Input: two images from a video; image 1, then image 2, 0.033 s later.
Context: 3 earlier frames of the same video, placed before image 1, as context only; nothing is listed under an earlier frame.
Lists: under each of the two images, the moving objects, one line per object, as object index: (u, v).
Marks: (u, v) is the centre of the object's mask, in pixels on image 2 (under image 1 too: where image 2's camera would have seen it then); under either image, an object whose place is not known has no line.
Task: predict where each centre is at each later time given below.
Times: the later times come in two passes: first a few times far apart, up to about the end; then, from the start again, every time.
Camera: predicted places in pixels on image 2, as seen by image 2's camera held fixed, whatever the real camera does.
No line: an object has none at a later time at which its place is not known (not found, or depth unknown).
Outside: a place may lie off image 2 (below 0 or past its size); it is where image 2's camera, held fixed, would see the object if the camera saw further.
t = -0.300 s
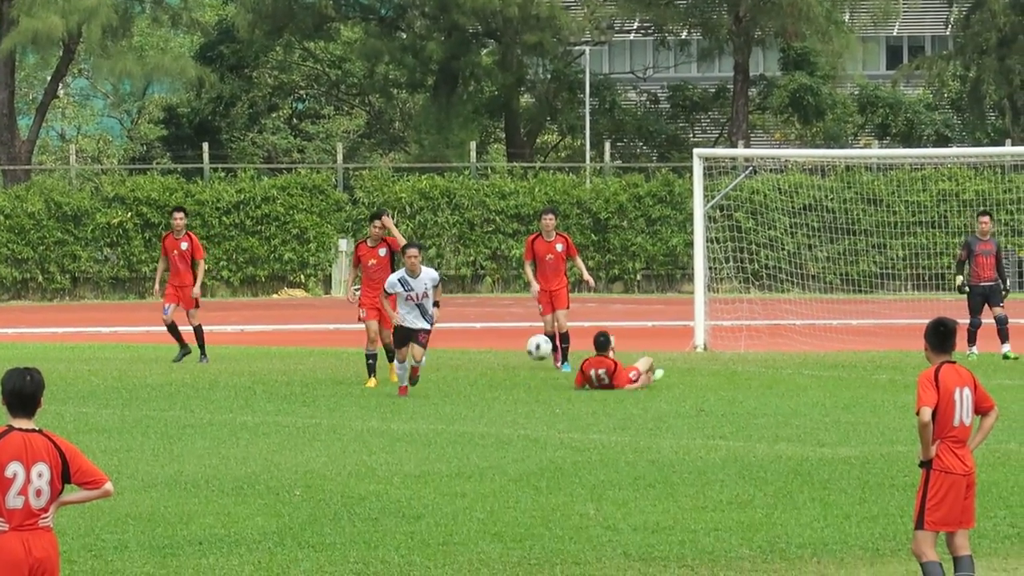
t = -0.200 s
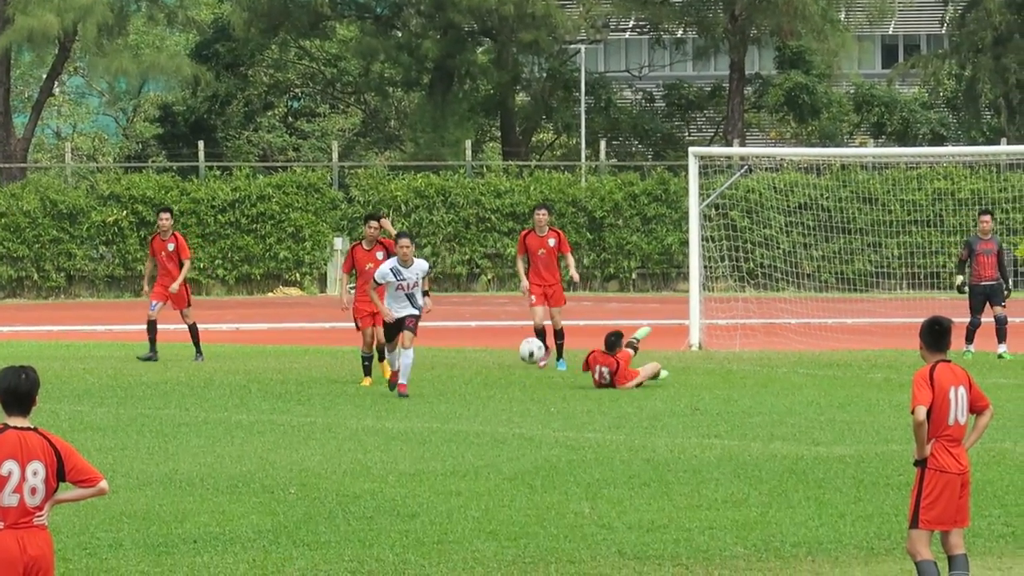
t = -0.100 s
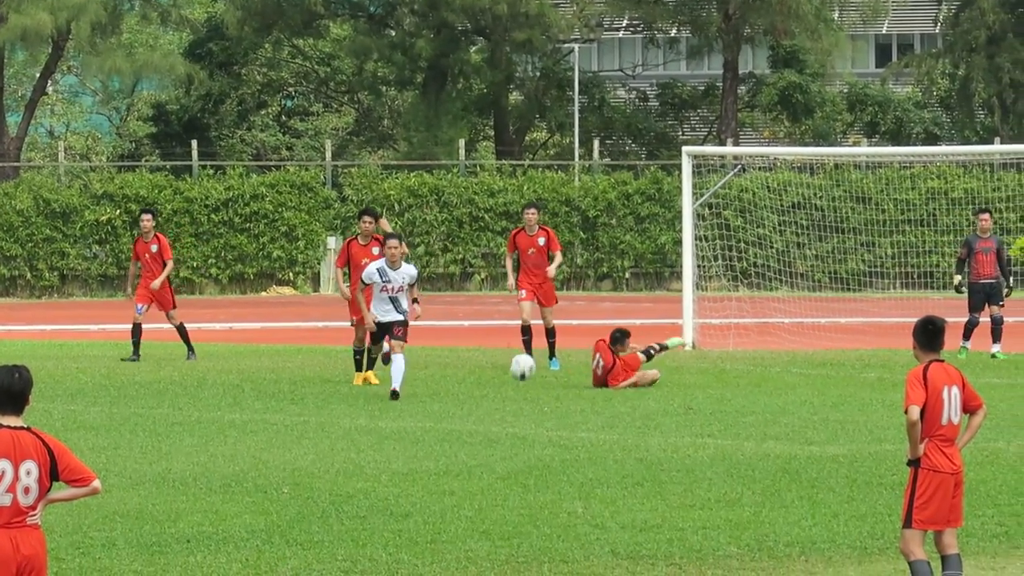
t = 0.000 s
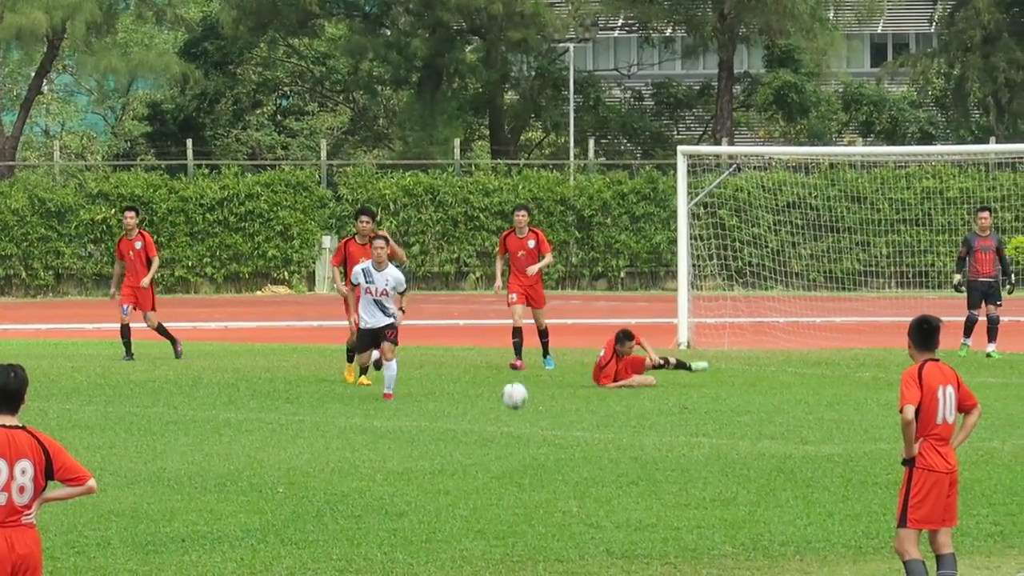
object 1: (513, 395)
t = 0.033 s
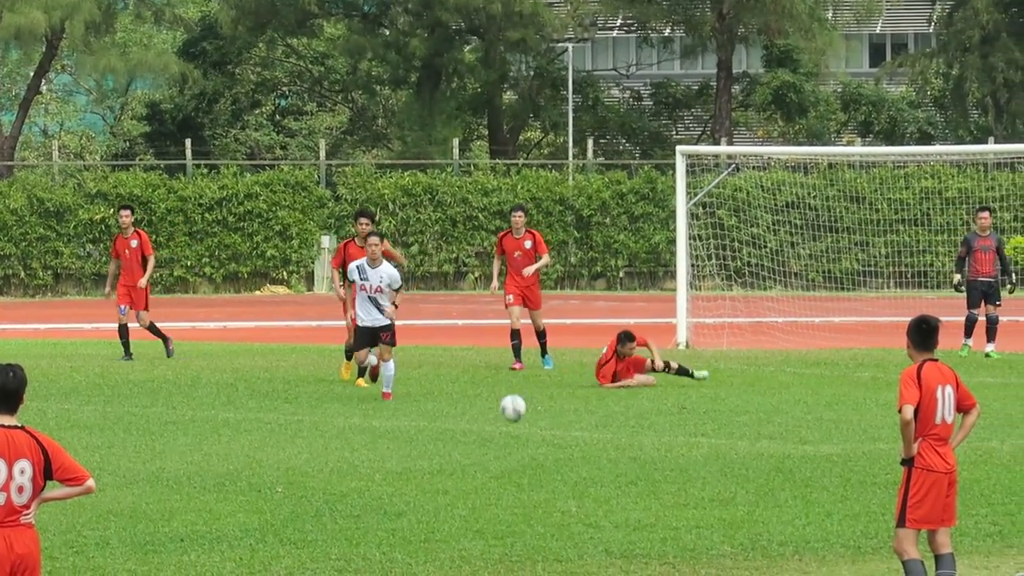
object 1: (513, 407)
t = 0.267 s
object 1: (512, 412)
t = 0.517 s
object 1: (514, 426)
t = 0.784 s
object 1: (515, 452)
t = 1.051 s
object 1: (515, 463)
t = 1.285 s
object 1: (516, 475)
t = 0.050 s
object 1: (513, 415)
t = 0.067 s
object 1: (512, 422)
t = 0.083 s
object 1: (512, 429)
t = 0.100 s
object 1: (511, 437)
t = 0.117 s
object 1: (511, 439)
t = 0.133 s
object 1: (511, 436)
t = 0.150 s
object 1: (512, 432)
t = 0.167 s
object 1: (511, 428)
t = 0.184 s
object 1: (511, 425)
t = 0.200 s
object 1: (512, 421)
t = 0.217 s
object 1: (511, 418)
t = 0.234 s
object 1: (512, 416)
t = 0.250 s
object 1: (511, 413)
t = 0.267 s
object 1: (512, 412)
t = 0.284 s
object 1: (512, 410)
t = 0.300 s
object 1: (512, 409)
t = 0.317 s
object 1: (512, 408)
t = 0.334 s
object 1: (512, 407)
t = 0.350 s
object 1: (512, 408)
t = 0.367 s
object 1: (512, 407)
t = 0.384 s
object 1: (513, 408)
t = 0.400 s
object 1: (513, 409)
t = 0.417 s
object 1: (512, 411)
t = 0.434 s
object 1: (513, 412)
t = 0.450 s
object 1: (513, 414)
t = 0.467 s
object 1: (513, 416)
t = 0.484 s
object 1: (513, 419)
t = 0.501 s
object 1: (514, 422)
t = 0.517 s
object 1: (514, 426)
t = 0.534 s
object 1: (514, 430)
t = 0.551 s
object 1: (514, 433)
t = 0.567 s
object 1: (514, 438)
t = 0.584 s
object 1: (514, 443)
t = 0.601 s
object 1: (515, 448)
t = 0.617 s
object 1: (515, 454)
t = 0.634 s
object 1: (515, 457)
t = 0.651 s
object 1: (515, 456)
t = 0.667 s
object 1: (515, 455)
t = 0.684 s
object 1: (515, 454)
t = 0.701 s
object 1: (515, 452)
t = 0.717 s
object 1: (515, 452)
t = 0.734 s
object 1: (515, 451)
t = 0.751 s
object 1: (515, 451)
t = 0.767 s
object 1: (515, 451)
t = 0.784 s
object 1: (515, 452)
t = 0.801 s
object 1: (515, 452)
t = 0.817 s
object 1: (515, 454)
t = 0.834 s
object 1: (515, 455)
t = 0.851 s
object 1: (515, 457)
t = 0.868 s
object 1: (515, 460)
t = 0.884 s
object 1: (515, 462)
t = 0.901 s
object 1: (515, 464)
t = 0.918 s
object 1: (515, 465)
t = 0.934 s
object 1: (514, 465)
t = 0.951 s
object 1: (515, 464)
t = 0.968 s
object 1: (515, 463)
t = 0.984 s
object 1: (515, 462)
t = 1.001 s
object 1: (516, 462)
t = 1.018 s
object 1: (515, 462)
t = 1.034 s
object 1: (515, 463)
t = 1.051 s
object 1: (515, 463)
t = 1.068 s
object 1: (515, 465)
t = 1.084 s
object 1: (515, 466)
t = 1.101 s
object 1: (516, 468)
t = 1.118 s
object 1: (516, 470)
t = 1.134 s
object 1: (515, 471)
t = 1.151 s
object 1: (516, 471)
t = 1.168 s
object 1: (516, 471)
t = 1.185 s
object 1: (515, 472)
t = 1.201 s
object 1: (516, 472)
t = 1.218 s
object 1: (516, 472)
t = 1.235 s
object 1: (516, 472)
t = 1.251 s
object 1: (516, 473)
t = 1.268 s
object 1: (516, 474)
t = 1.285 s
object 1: (516, 475)
